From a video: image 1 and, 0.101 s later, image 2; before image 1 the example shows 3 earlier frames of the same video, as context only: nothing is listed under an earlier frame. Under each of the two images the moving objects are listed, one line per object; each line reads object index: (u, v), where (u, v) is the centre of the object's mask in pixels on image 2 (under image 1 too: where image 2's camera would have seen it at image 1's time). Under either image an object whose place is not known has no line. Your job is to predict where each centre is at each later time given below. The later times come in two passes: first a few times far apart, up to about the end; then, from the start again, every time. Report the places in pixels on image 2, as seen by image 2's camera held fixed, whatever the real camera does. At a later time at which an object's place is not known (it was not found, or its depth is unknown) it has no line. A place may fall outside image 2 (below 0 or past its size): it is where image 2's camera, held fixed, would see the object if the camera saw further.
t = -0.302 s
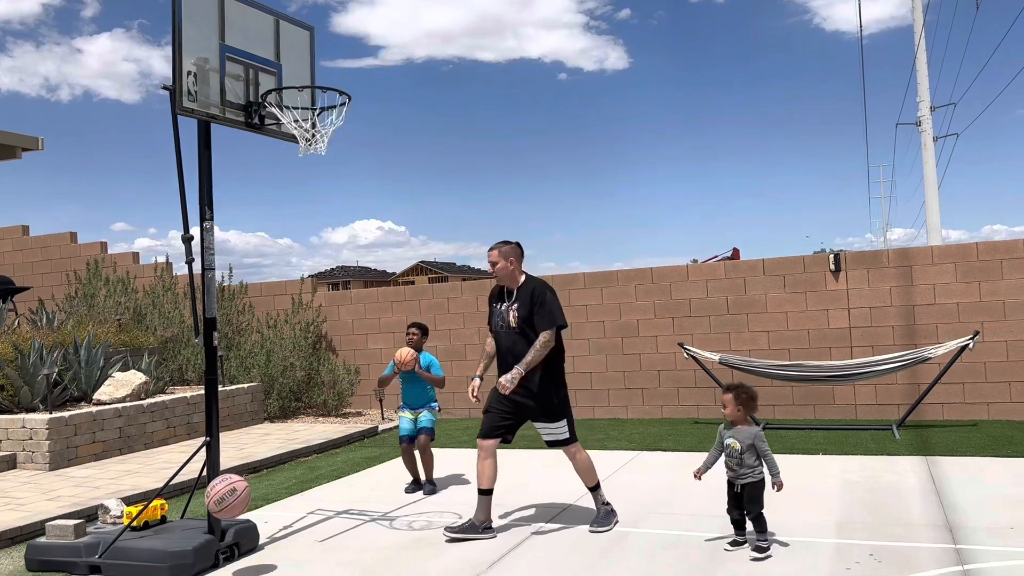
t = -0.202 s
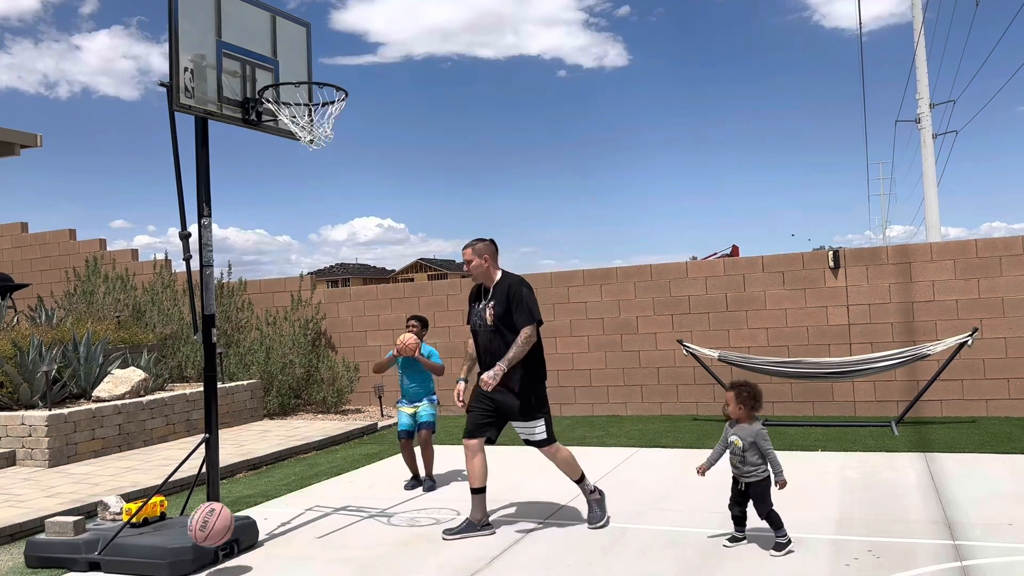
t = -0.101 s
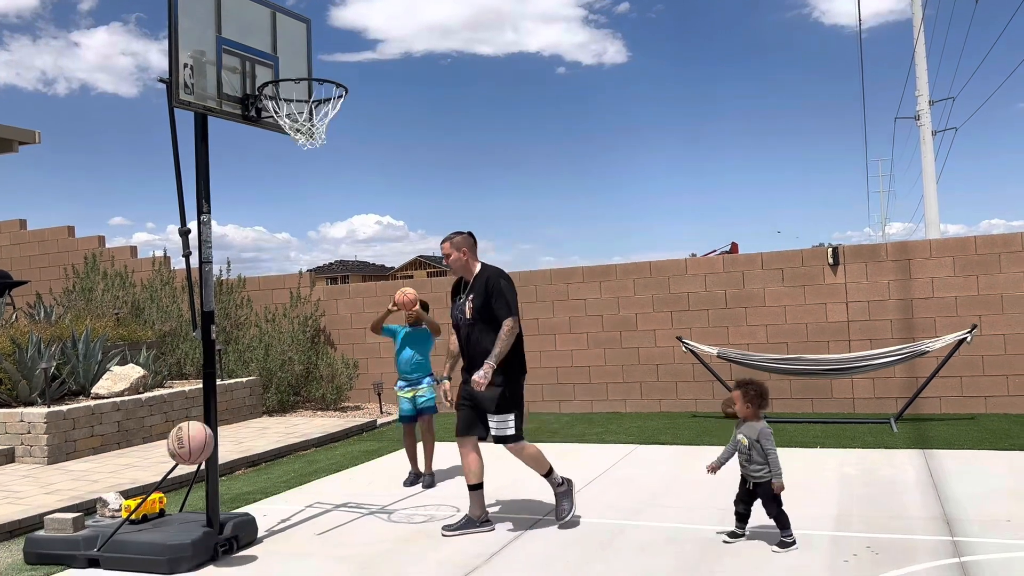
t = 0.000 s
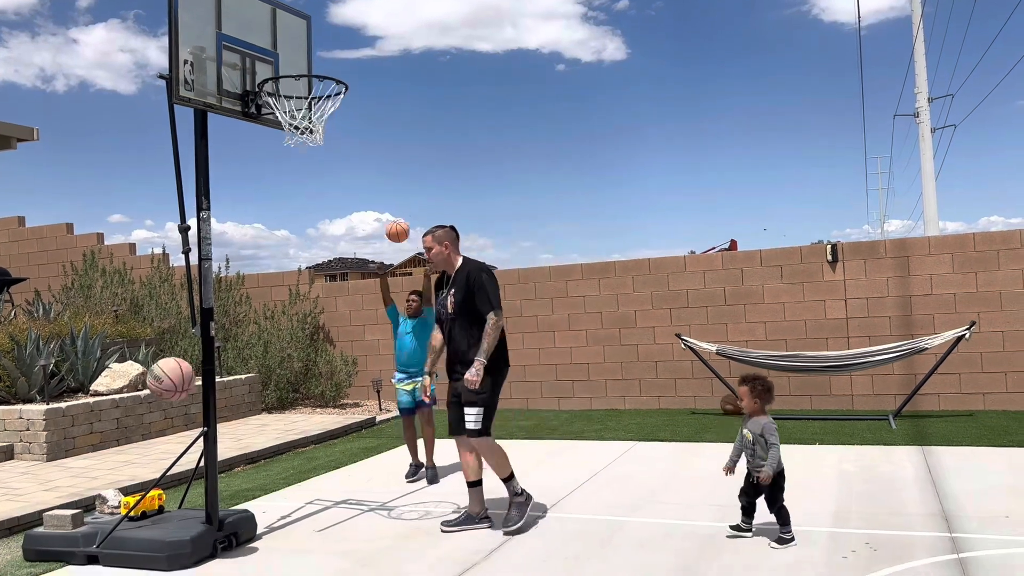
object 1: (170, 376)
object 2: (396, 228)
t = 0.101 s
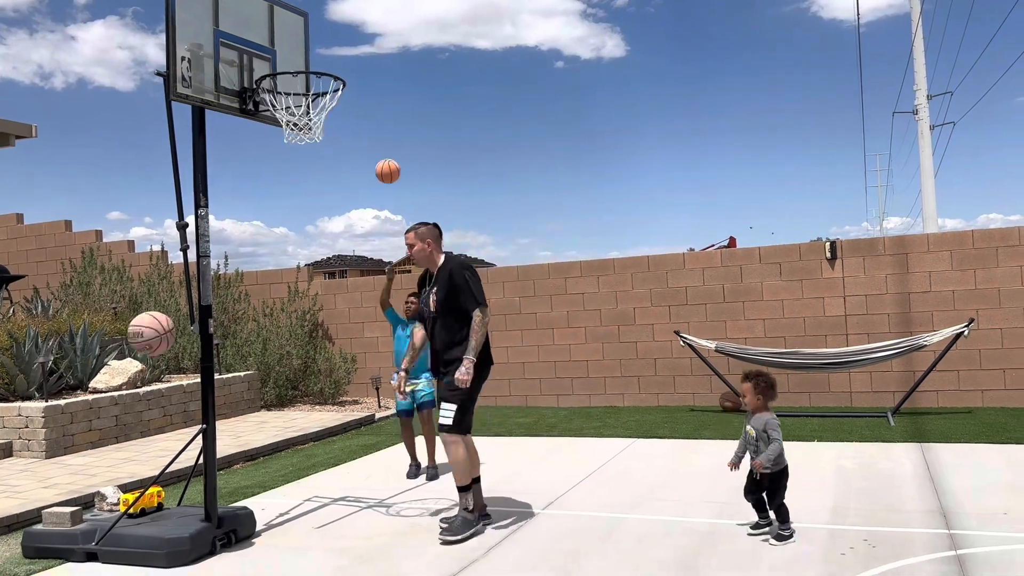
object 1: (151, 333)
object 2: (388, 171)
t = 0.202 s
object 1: (134, 309)
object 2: (380, 125)
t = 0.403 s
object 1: (103, 313)
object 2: (365, 67)
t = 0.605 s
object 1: (74, 390)
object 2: (353, 66)
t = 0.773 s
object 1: (55, 515)
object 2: (367, 110)
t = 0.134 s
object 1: (146, 323)
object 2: (385, 154)
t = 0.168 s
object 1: (140, 315)
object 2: (382, 139)
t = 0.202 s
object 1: (134, 309)
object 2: (380, 125)
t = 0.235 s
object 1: (129, 304)
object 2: (377, 112)
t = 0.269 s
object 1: (123, 302)
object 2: (375, 100)
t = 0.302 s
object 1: (119, 301)
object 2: (372, 90)
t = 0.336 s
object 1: (113, 303)
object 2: (370, 81)
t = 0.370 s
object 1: (108, 307)
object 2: (367, 73)
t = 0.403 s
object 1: (103, 313)
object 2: (365, 67)
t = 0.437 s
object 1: (97, 321)
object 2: (363, 63)
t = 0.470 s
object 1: (92, 330)
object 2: (361, 60)
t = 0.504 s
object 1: (88, 343)
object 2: (358, 59)
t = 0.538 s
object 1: (84, 357)
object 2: (356, 60)
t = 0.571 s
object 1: (79, 373)
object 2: (354, 62)
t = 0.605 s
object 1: (74, 390)
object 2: (353, 66)
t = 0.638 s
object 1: (71, 411)
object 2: (351, 72)
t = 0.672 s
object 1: (67, 434)
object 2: (351, 80)
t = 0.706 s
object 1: (62, 459)
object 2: (351, 92)
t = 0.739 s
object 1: (59, 486)
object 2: (357, 100)
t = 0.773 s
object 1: (55, 515)
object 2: (367, 110)
